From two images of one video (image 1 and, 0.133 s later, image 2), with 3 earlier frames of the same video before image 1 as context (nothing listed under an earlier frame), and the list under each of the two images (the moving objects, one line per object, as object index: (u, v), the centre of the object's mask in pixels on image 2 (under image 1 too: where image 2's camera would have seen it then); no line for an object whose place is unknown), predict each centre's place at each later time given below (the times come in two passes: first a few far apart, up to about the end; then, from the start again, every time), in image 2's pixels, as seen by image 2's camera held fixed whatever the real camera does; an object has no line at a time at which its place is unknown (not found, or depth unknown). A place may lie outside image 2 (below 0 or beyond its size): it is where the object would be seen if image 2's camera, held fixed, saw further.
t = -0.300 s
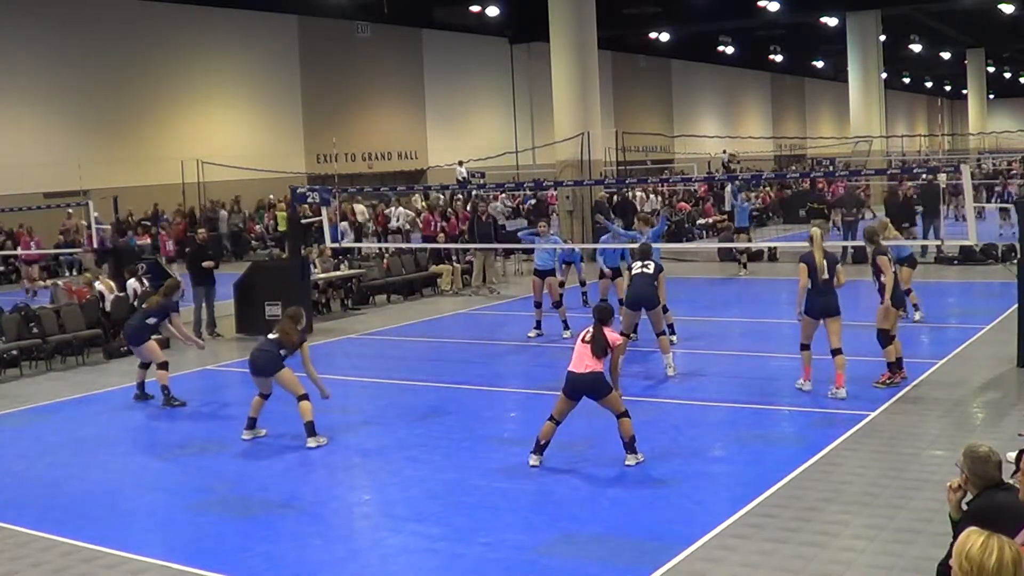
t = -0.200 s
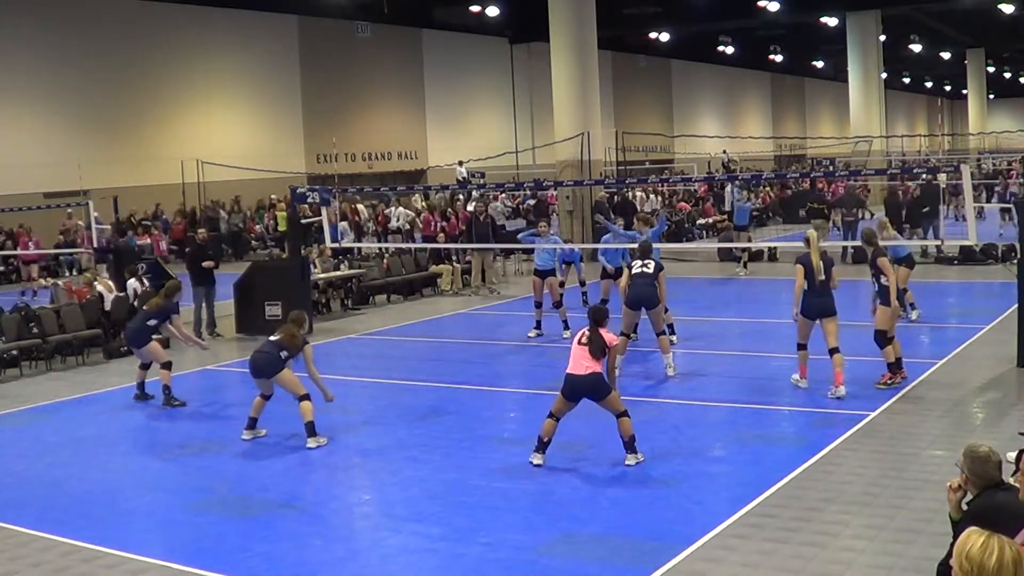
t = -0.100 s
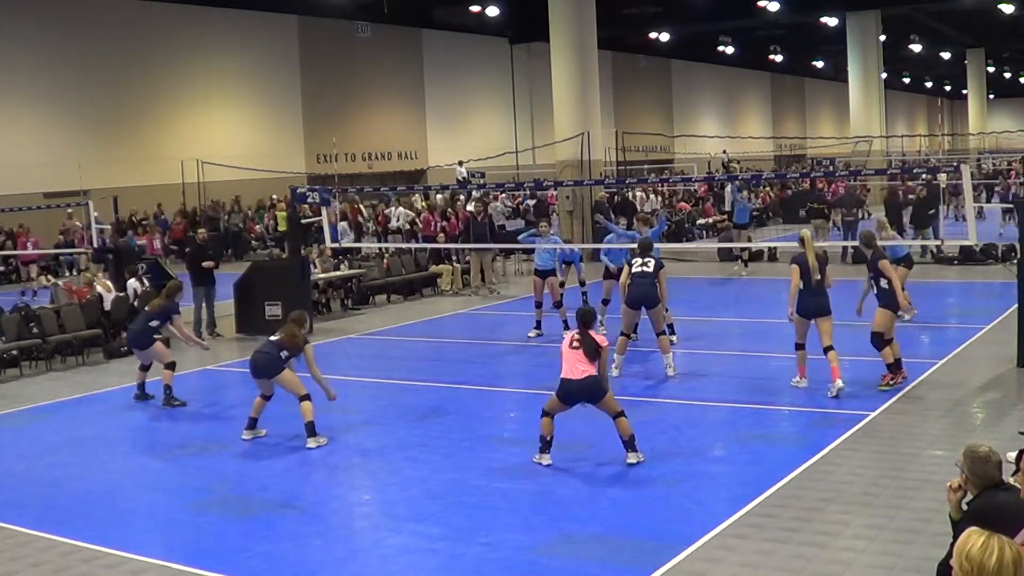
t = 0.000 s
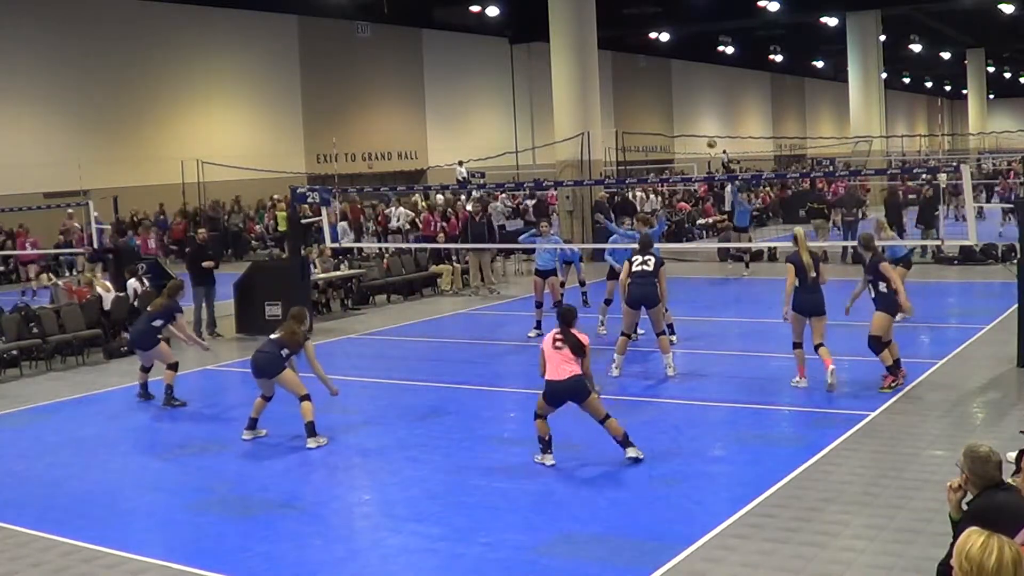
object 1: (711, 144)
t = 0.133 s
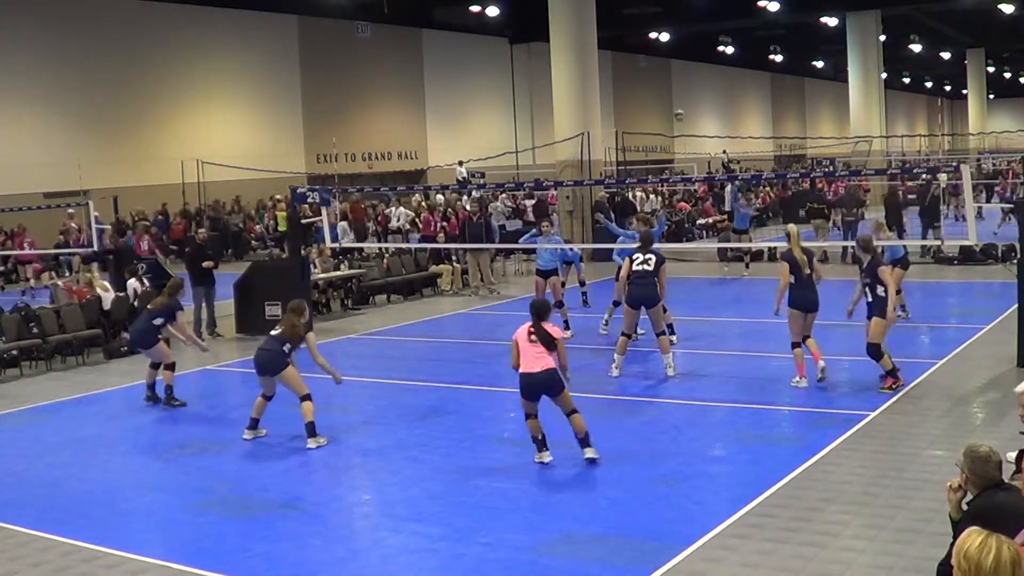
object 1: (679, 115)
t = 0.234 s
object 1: (654, 96)
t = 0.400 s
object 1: (607, 73)
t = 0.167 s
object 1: (670, 107)
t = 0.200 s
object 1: (662, 102)
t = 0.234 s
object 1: (654, 96)
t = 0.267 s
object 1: (645, 91)
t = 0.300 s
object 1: (636, 86)
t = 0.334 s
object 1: (627, 81)
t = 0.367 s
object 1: (618, 77)
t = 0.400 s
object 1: (607, 73)
